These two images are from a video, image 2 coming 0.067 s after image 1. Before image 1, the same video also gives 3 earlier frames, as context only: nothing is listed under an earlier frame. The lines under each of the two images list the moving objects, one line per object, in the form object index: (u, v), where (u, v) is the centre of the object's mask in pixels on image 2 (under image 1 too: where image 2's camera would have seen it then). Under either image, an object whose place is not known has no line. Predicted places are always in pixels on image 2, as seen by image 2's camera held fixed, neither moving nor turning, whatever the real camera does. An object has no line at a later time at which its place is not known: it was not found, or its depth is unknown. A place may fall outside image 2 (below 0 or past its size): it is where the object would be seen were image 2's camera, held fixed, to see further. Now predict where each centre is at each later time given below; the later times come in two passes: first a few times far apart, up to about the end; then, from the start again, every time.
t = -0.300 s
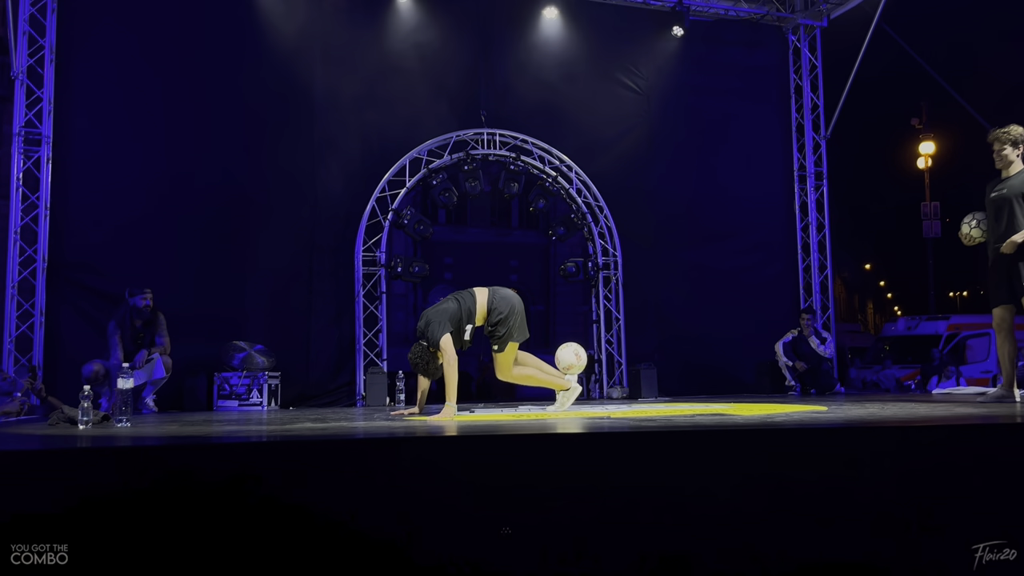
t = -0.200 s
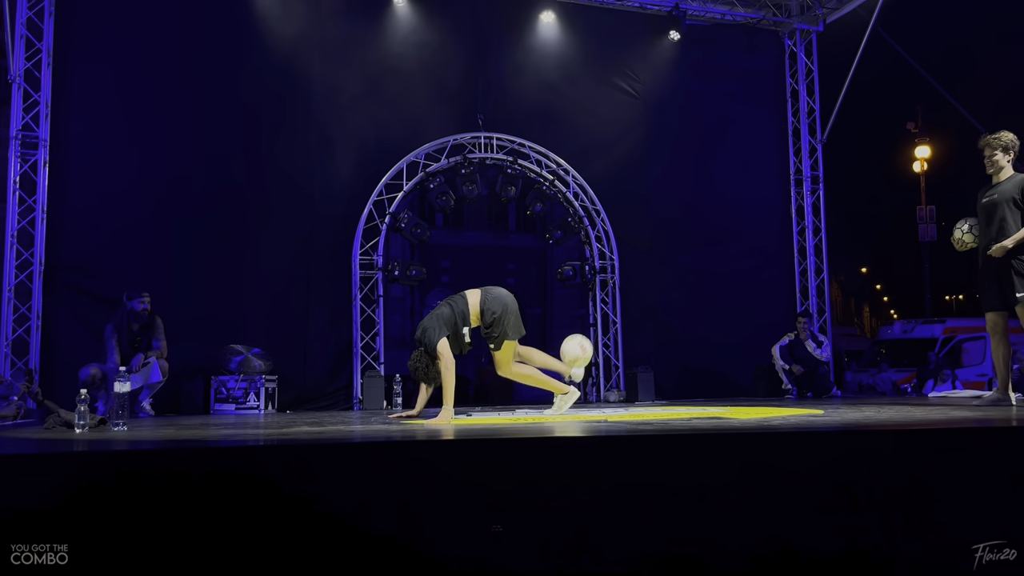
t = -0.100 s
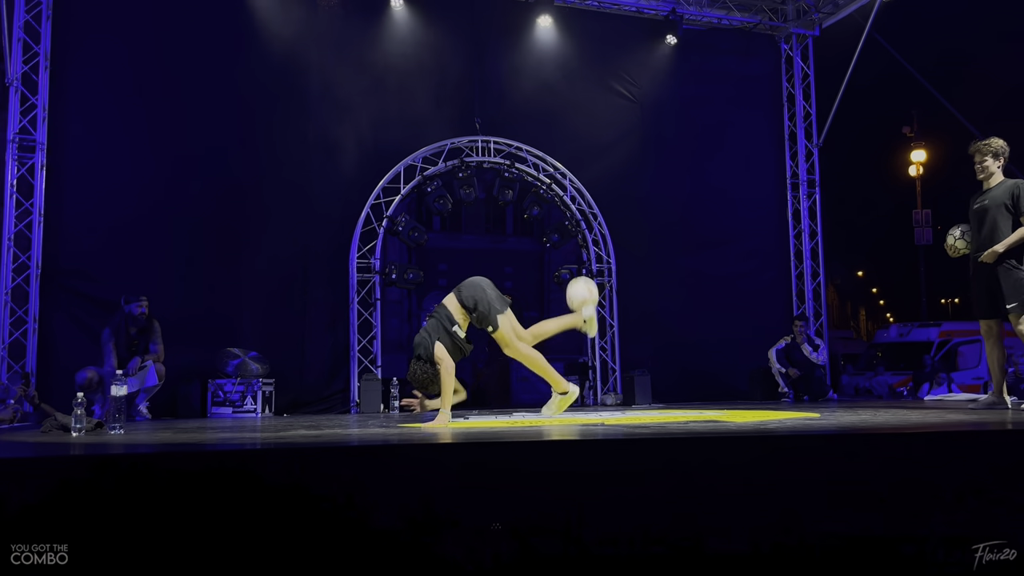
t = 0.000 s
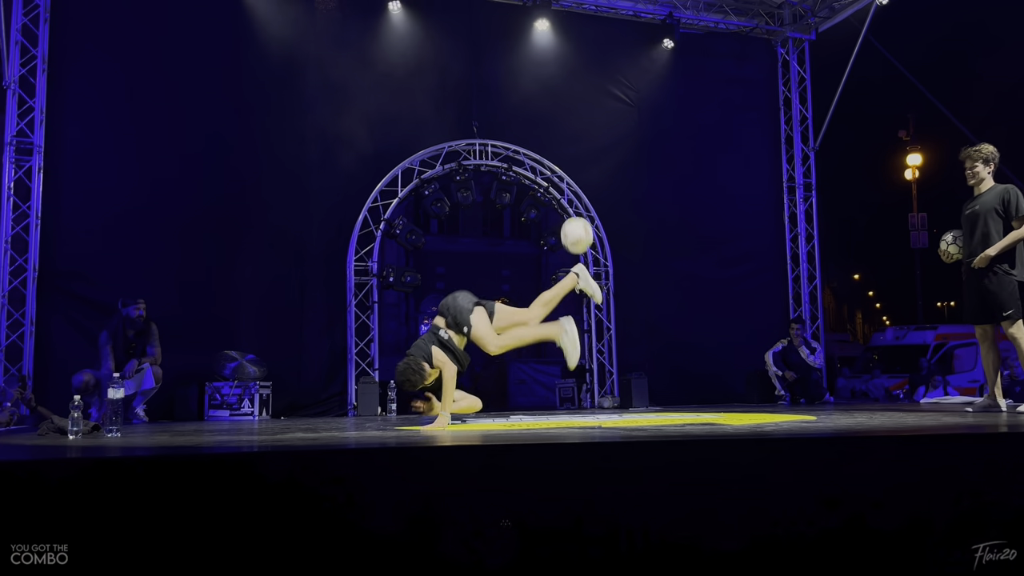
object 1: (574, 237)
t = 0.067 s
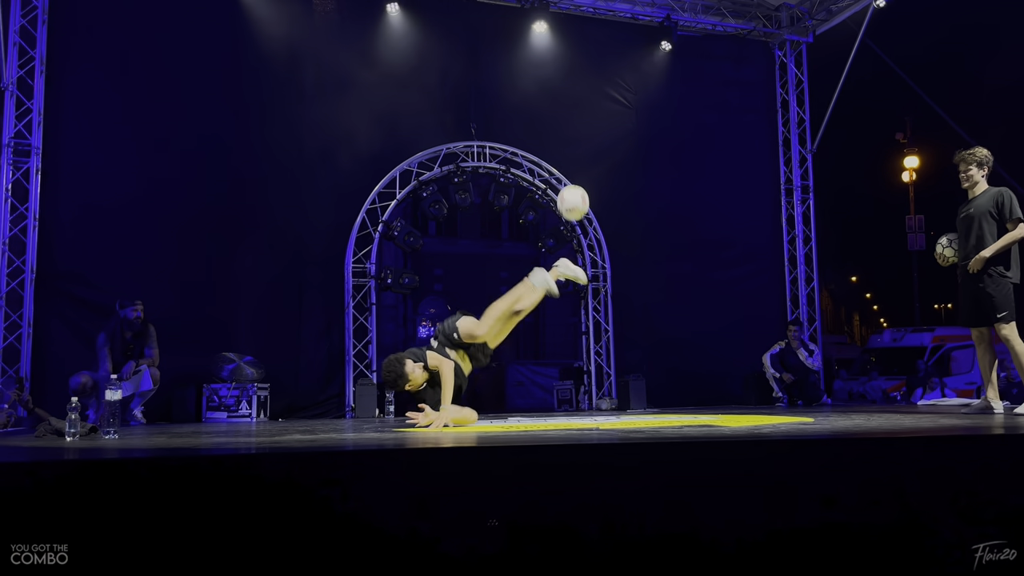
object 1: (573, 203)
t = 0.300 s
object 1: (567, 132)
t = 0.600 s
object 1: (559, 155)
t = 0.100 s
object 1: (572, 188)
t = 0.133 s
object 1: (571, 174)
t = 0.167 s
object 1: (570, 163)
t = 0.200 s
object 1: (570, 153)
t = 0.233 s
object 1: (568, 144)
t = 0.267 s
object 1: (568, 137)
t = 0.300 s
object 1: (567, 132)
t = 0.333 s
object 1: (566, 128)
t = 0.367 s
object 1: (565, 126)
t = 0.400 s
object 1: (564, 125)
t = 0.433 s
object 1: (564, 126)
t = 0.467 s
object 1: (563, 129)
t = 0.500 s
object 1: (562, 133)
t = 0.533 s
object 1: (561, 139)
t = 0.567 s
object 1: (560, 146)
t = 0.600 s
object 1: (559, 155)
